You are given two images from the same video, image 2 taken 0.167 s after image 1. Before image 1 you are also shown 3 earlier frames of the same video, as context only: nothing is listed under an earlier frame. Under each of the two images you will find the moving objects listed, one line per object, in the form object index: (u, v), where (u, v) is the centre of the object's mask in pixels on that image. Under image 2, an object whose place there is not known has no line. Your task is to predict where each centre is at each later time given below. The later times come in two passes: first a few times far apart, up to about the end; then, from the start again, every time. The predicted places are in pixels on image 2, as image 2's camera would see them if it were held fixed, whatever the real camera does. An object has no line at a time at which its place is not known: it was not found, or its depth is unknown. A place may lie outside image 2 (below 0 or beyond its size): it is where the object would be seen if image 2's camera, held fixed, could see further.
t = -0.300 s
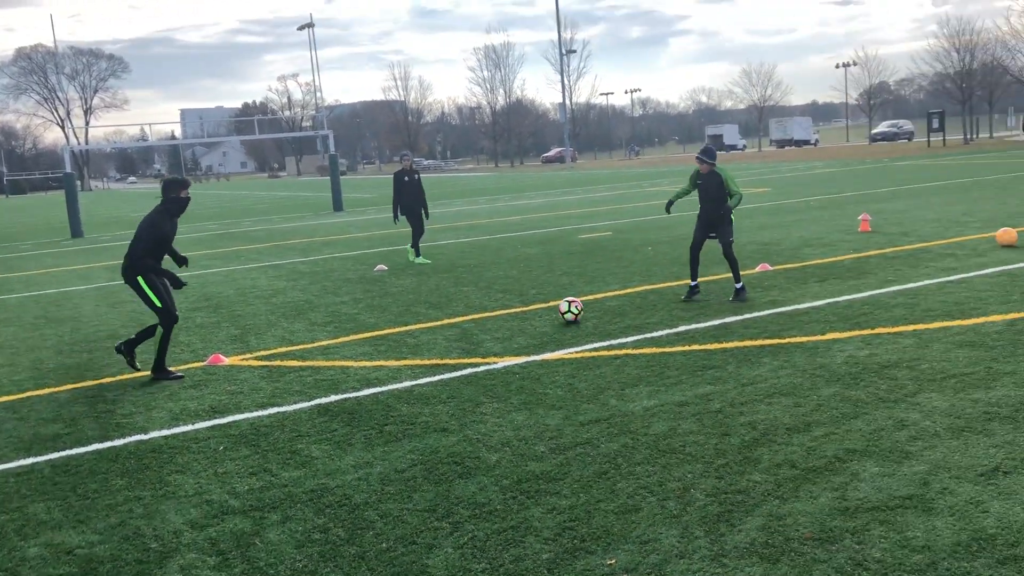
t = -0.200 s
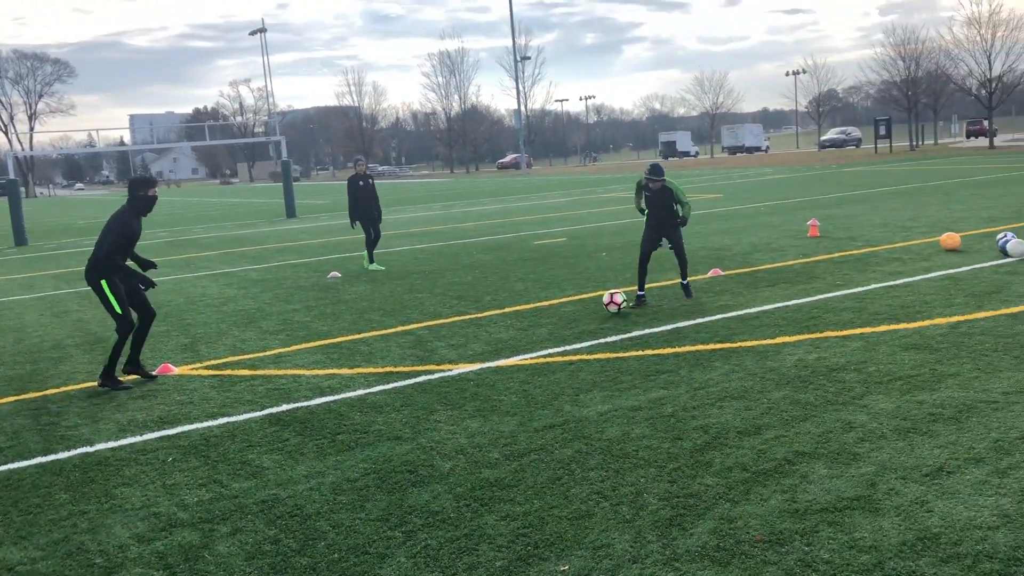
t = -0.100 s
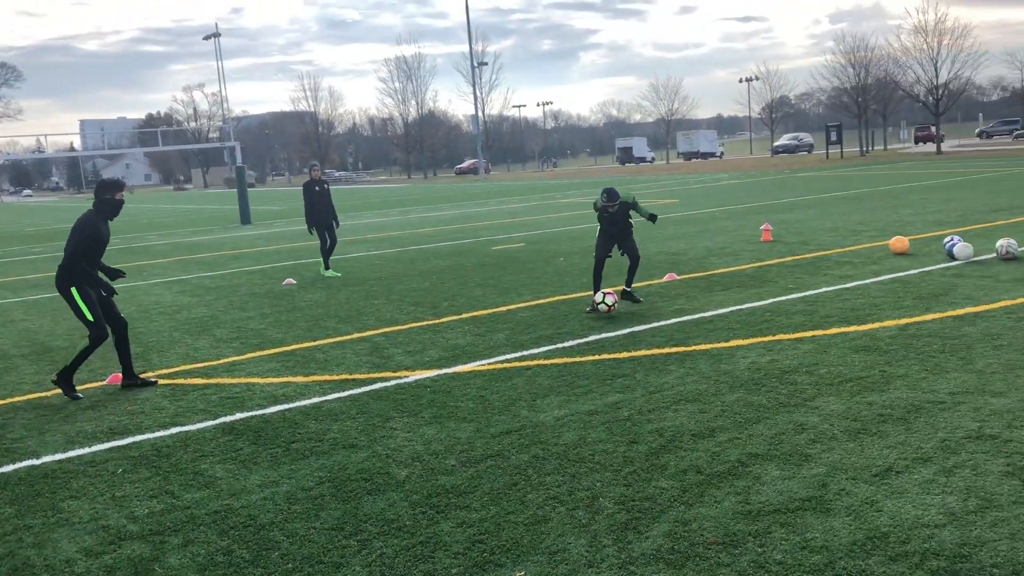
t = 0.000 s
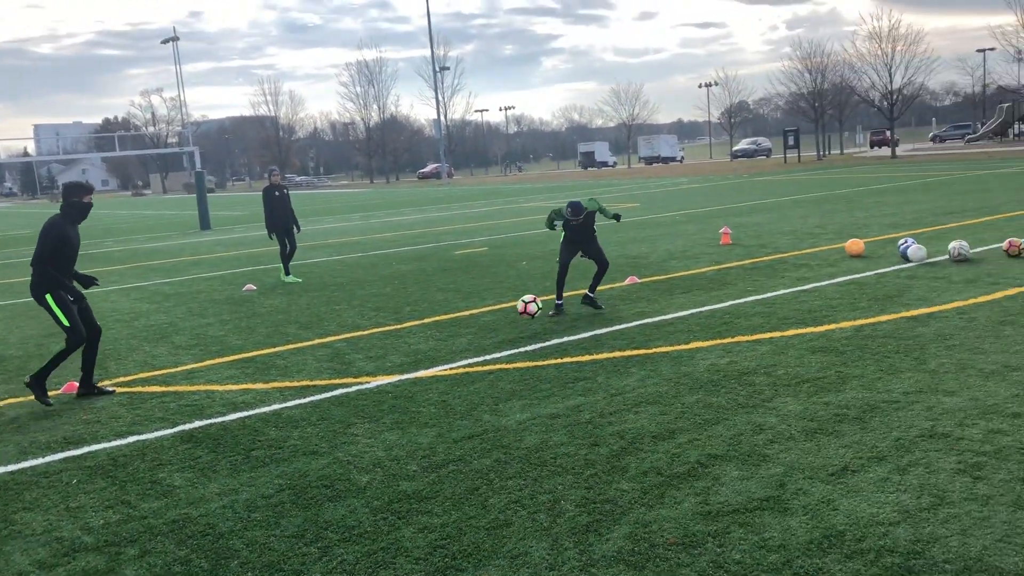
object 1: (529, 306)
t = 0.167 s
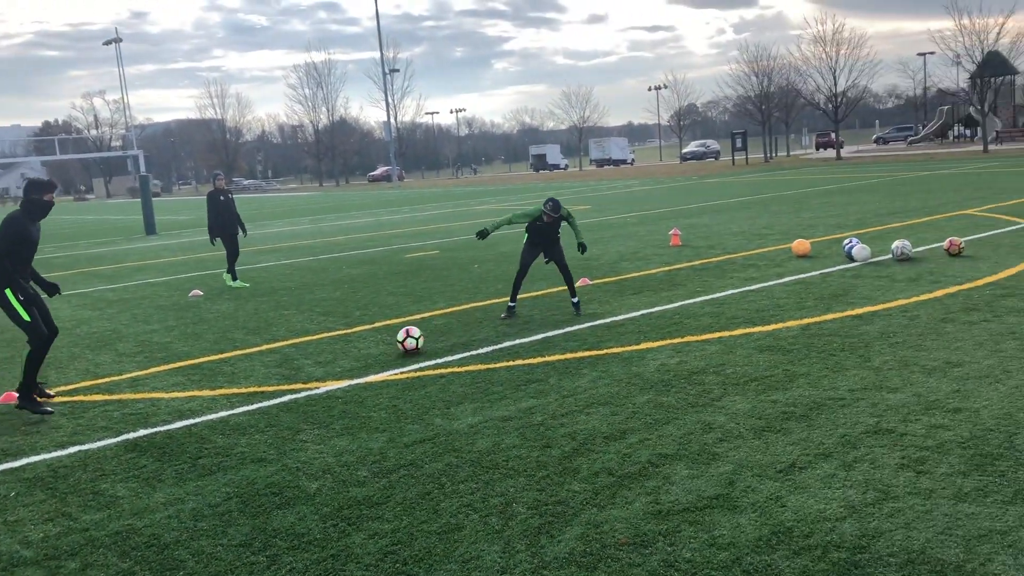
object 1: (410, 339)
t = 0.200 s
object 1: (396, 339)
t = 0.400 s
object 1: (309, 364)
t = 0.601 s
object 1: (233, 383)
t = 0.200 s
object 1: (396, 339)
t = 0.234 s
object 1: (382, 339)
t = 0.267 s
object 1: (368, 341)
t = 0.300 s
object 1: (353, 345)
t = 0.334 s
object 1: (339, 349)
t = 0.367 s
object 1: (324, 356)
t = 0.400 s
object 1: (309, 364)
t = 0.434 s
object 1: (296, 366)
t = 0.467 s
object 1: (283, 367)
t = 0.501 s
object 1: (271, 369)
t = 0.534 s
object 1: (258, 373)
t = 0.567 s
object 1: (245, 378)
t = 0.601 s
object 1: (233, 383)
